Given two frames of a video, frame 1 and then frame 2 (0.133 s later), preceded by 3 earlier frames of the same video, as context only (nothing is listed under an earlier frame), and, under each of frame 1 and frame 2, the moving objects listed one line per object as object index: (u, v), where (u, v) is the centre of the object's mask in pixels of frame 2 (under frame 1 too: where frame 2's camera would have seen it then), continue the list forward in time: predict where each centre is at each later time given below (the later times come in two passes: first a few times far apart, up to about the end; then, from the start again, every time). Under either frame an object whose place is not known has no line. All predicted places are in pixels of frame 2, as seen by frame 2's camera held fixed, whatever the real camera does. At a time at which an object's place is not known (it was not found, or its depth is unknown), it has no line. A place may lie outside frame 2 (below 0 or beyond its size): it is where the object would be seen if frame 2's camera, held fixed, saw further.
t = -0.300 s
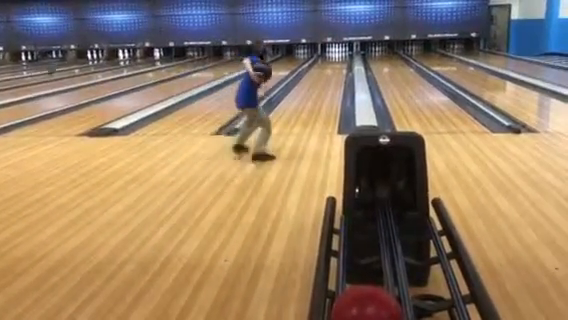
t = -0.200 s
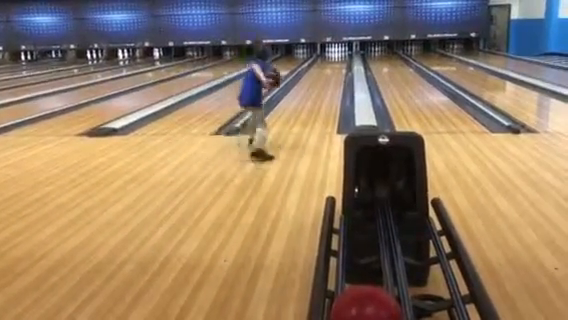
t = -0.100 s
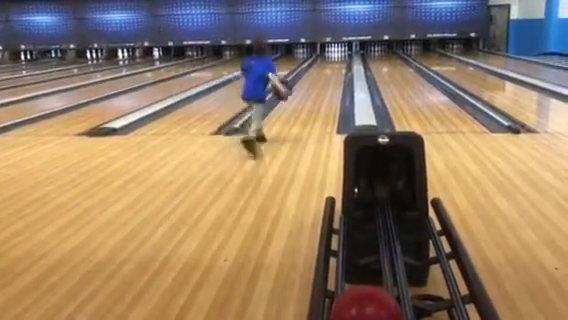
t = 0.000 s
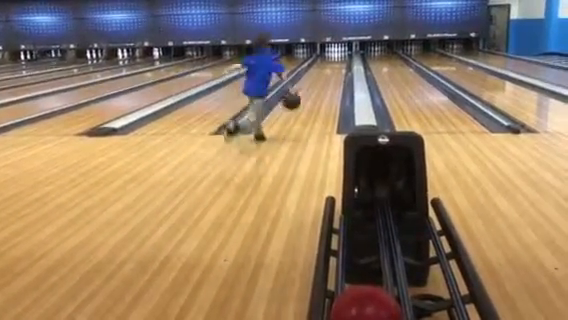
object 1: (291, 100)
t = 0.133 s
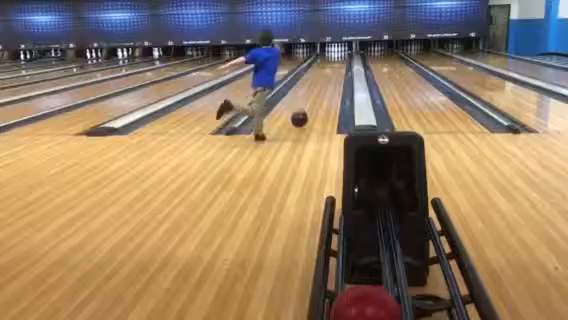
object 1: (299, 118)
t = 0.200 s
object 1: (302, 113)
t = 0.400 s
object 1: (311, 105)
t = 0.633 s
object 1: (318, 95)
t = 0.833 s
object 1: (323, 89)
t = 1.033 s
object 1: (327, 83)
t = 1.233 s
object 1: (330, 78)
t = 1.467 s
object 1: (334, 73)
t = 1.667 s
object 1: (335, 71)
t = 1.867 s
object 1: (337, 69)
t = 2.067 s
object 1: (339, 65)
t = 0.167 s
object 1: (300, 116)
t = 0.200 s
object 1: (302, 113)
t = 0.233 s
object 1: (304, 111)
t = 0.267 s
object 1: (305, 109)
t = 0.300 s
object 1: (306, 109)
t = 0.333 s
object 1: (308, 108)
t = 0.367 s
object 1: (309, 106)
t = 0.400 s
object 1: (311, 105)
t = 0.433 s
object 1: (312, 104)
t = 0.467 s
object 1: (313, 103)
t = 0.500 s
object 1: (314, 101)
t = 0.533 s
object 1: (314, 100)
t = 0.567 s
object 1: (317, 97)
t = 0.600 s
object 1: (317, 97)
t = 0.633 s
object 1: (318, 95)
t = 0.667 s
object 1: (318, 95)
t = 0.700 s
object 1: (320, 93)
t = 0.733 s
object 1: (320, 93)
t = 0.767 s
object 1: (321, 91)
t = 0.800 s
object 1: (322, 90)
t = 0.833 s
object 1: (323, 89)
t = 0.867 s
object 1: (324, 88)
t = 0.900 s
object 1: (324, 87)
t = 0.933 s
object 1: (325, 86)
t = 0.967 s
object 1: (326, 86)
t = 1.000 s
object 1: (326, 85)
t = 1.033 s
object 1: (327, 83)
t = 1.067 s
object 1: (327, 83)
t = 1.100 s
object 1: (328, 82)
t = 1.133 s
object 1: (329, 81)
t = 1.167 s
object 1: (329, 80)
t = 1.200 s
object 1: (329, 80)
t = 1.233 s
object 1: (330, 78)
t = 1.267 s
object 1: (330, 78)
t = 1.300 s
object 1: (331, 77)
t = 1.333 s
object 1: (332, 77)
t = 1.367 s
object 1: (332, 76)
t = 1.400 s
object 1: (333, 75)
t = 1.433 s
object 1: (333, 75)
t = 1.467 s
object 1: (334, 73)
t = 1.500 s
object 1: (334, 73)
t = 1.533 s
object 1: (334, 73)
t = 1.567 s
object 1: (335, 72)
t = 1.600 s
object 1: (335, 71)
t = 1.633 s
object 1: (335, 71)
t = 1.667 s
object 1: (335, 71)
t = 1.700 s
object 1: (336, 70)
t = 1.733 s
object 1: (336, 70)
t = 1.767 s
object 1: (336, 70)
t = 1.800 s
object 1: (336, 70)
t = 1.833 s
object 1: (337, 69)
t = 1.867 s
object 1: (337, 69)
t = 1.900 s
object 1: (337, 69)
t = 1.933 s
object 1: (337, 68)
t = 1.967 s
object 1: (337, 68)
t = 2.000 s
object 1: (338, 66)
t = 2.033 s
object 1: (338, 66)
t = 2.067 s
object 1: (339, 65)
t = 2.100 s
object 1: (339, 65)
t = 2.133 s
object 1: (339, 65)
